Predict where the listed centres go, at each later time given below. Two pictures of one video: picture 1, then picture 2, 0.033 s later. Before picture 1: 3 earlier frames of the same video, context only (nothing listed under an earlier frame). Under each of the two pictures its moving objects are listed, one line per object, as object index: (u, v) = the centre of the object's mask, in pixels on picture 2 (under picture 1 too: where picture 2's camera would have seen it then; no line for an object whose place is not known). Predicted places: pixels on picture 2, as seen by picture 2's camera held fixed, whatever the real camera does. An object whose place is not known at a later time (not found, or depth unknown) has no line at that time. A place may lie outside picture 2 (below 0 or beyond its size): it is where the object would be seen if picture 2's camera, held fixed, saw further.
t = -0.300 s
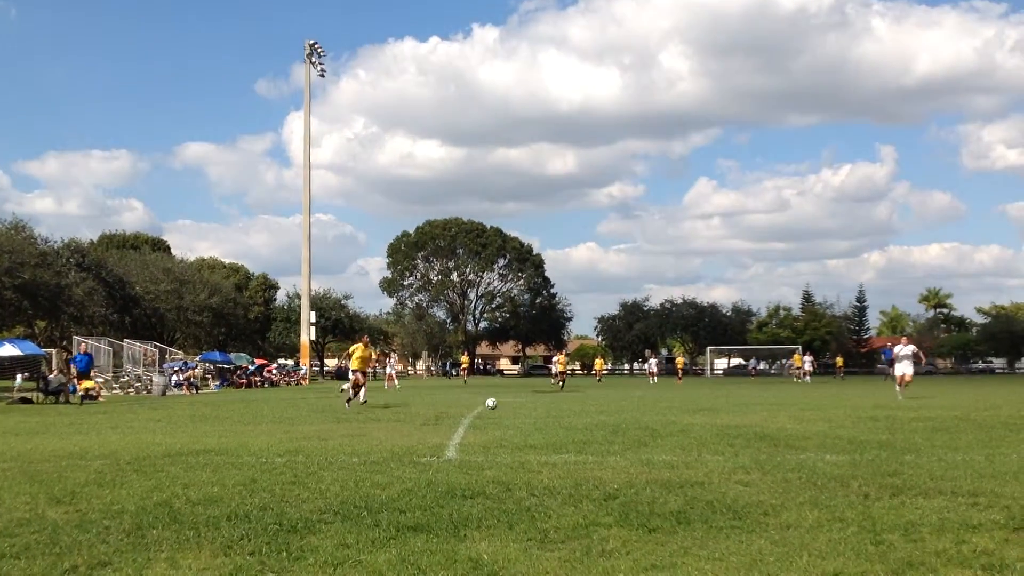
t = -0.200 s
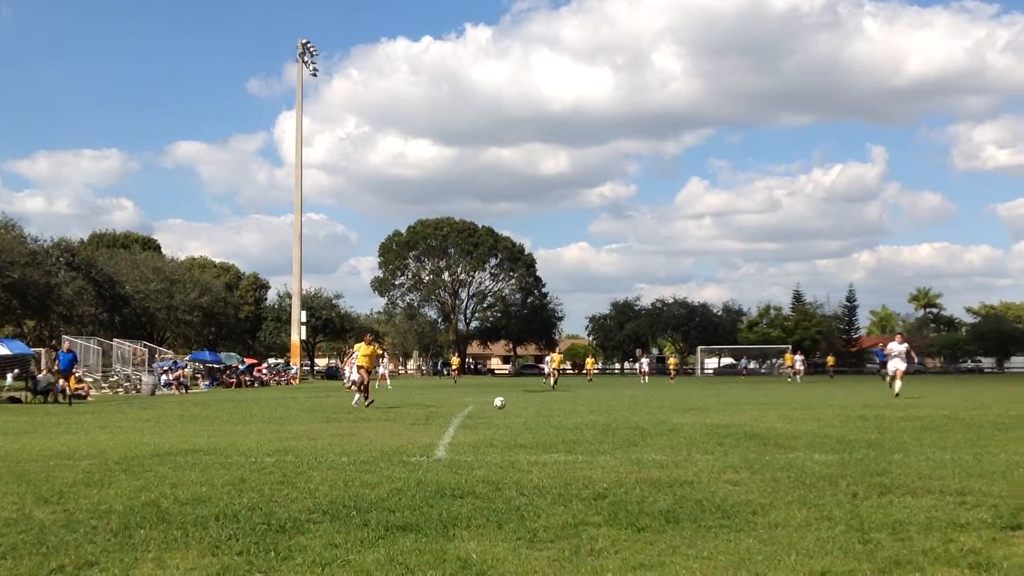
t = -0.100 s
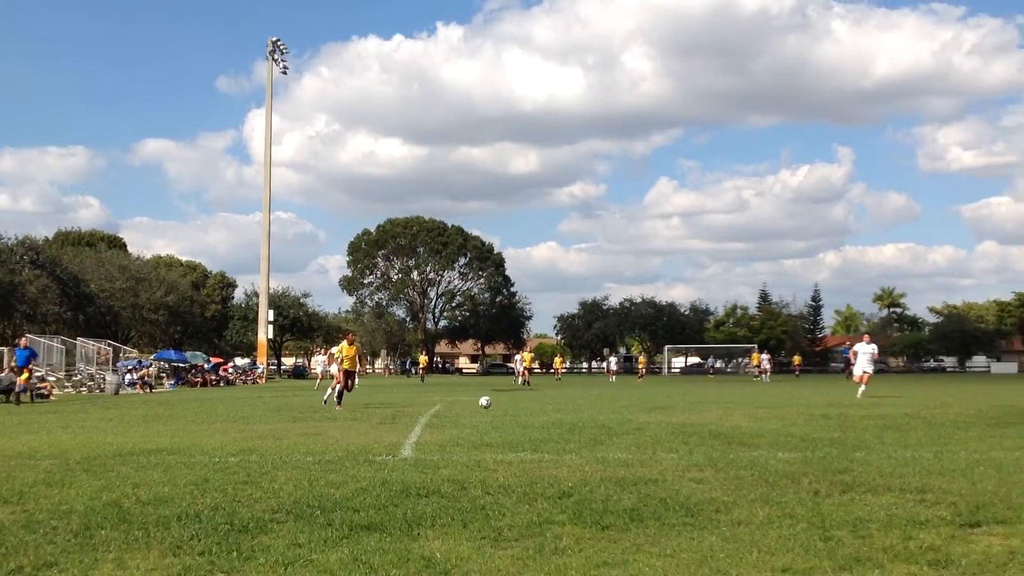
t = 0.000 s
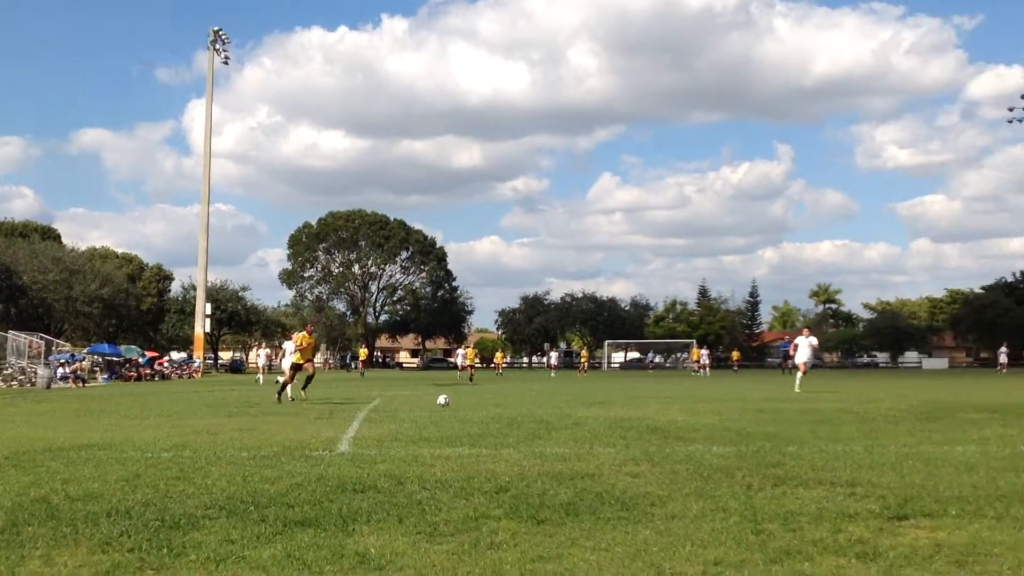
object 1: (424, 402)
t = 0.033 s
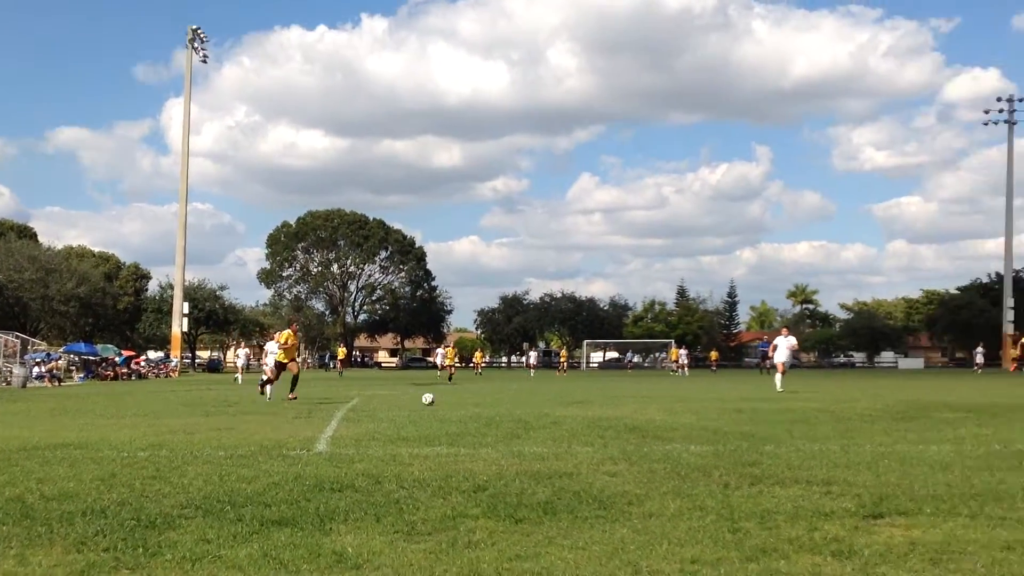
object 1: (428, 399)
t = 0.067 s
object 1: (432, 396)
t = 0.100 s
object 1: (435, 398)
